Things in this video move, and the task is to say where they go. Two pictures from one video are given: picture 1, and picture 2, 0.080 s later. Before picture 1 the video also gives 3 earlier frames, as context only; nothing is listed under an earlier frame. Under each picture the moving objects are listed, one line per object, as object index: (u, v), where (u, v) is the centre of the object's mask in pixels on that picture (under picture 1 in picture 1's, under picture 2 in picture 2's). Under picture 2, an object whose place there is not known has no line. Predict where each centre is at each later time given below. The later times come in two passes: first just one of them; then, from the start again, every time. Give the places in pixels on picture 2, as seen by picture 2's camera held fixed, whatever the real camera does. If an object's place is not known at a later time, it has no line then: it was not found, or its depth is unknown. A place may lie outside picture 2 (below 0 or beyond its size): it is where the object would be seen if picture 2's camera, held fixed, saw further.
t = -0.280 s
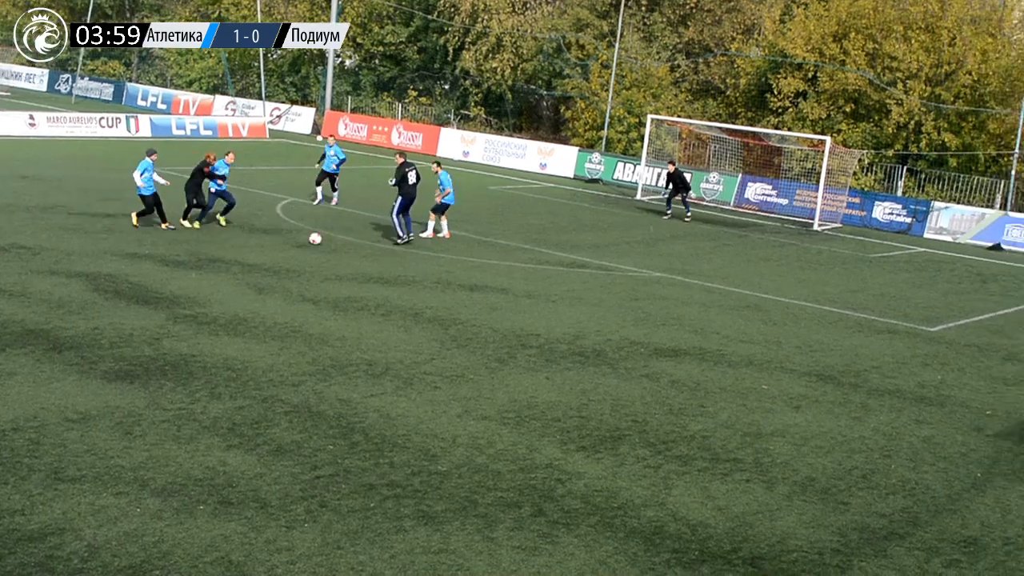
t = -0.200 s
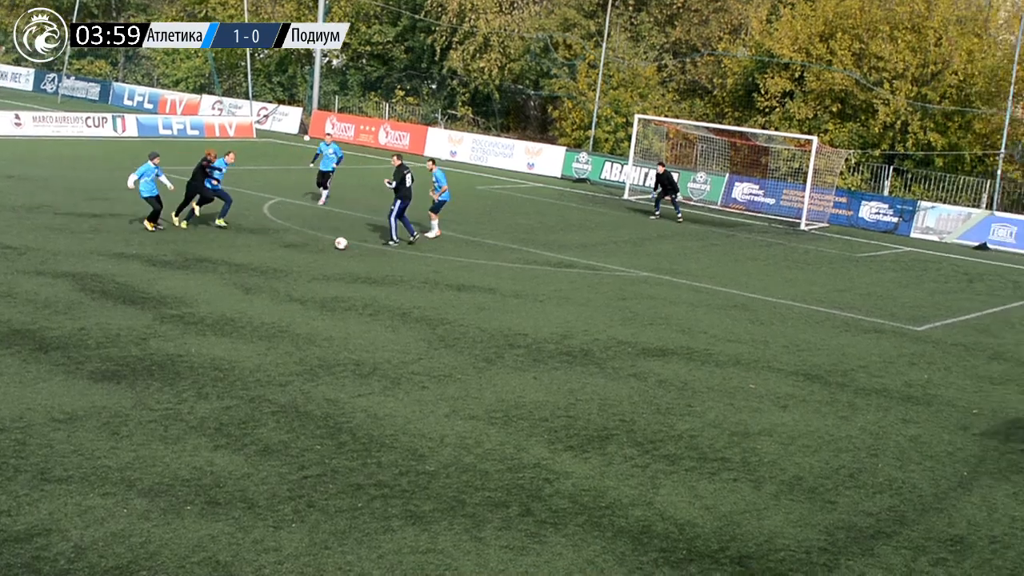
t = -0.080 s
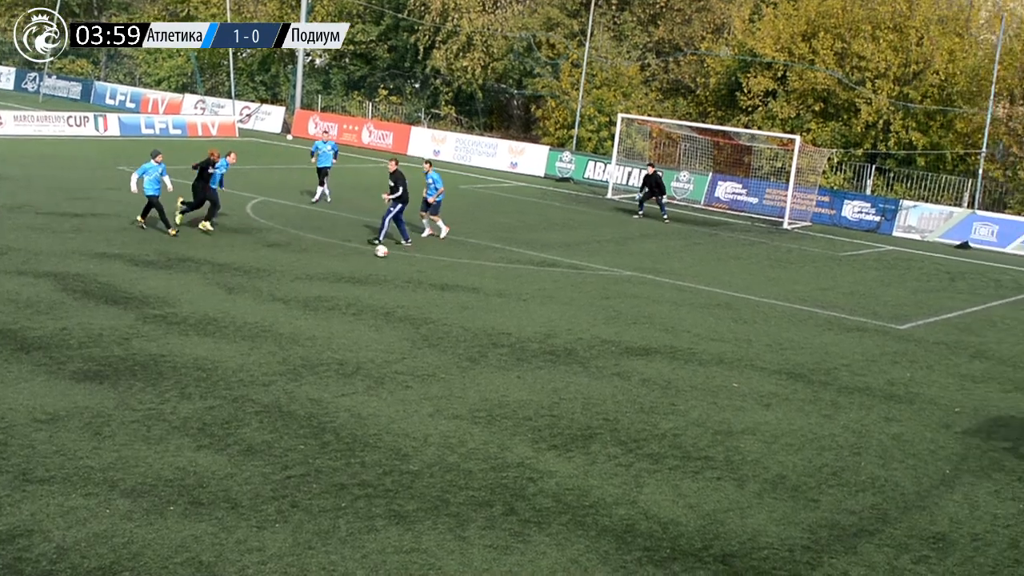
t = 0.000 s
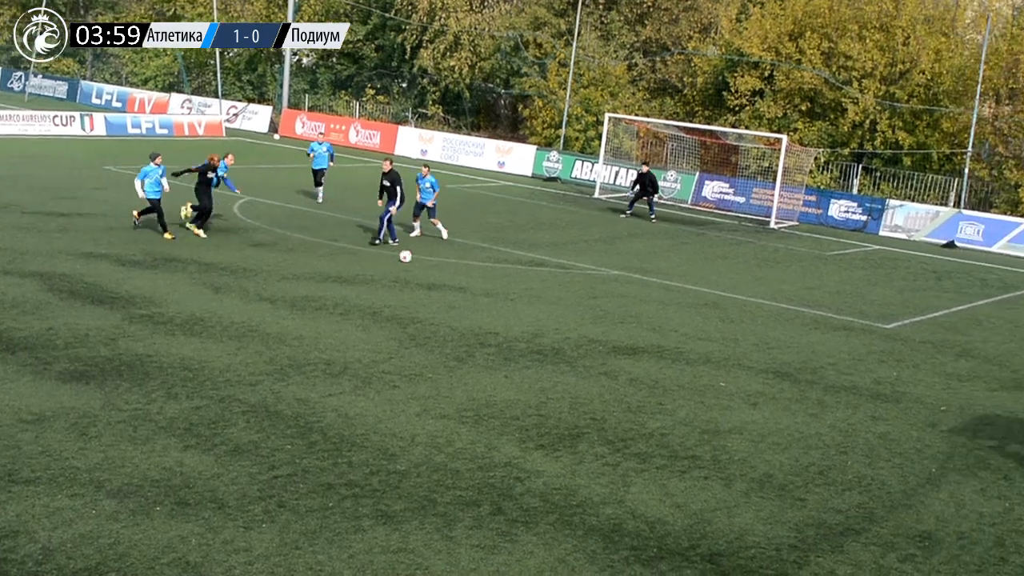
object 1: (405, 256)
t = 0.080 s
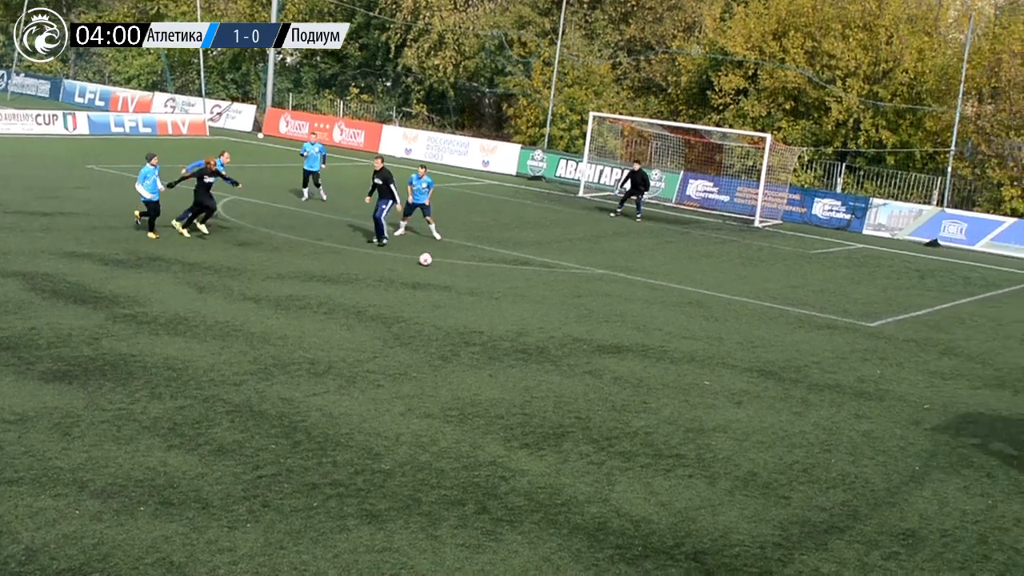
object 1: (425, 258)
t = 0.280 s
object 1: (499, 269)
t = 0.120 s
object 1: (440, 262)
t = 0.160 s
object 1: (456, 264)
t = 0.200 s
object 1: (470, 265)
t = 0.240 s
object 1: (485, 267)
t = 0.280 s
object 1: (499, 269)
